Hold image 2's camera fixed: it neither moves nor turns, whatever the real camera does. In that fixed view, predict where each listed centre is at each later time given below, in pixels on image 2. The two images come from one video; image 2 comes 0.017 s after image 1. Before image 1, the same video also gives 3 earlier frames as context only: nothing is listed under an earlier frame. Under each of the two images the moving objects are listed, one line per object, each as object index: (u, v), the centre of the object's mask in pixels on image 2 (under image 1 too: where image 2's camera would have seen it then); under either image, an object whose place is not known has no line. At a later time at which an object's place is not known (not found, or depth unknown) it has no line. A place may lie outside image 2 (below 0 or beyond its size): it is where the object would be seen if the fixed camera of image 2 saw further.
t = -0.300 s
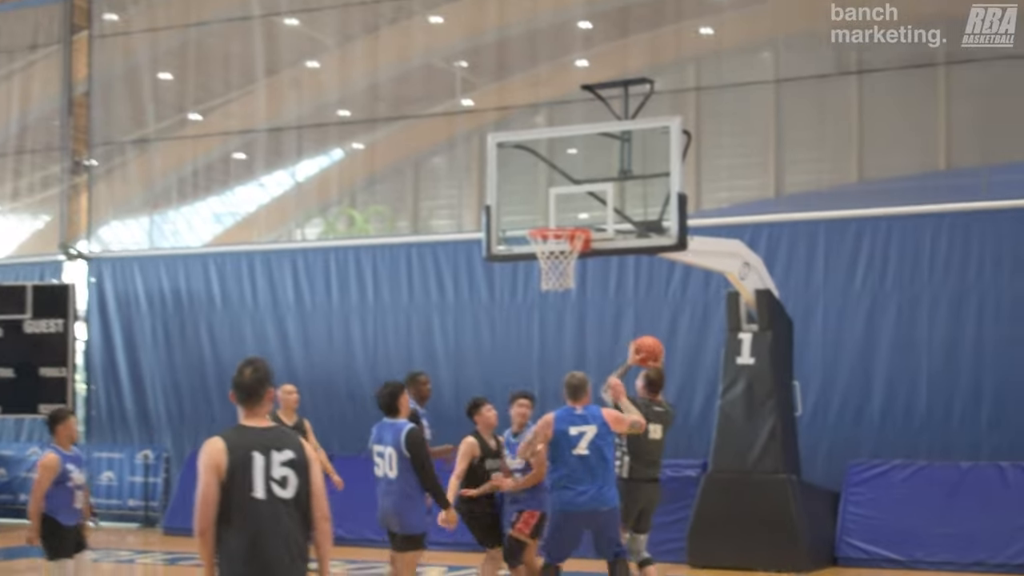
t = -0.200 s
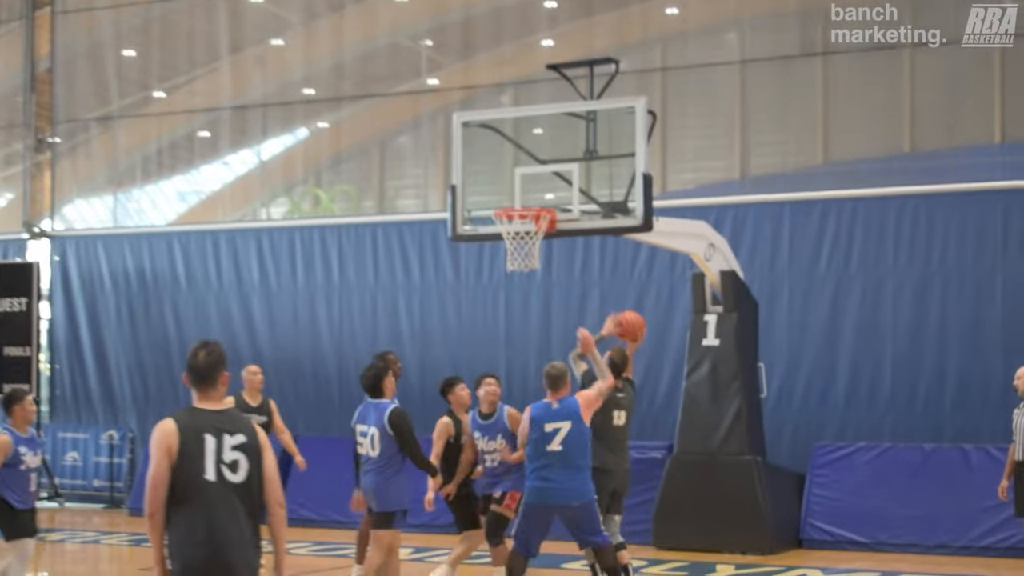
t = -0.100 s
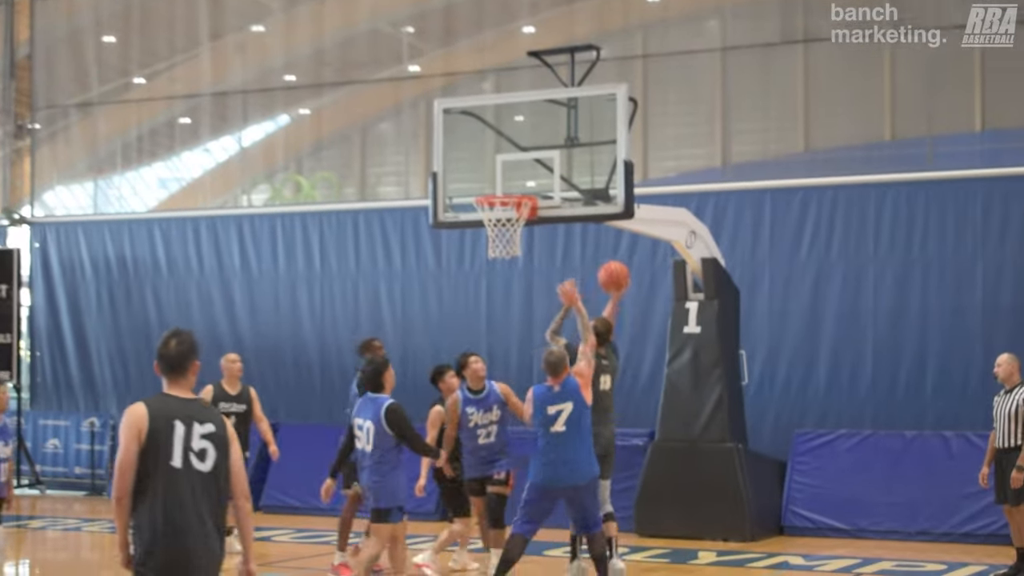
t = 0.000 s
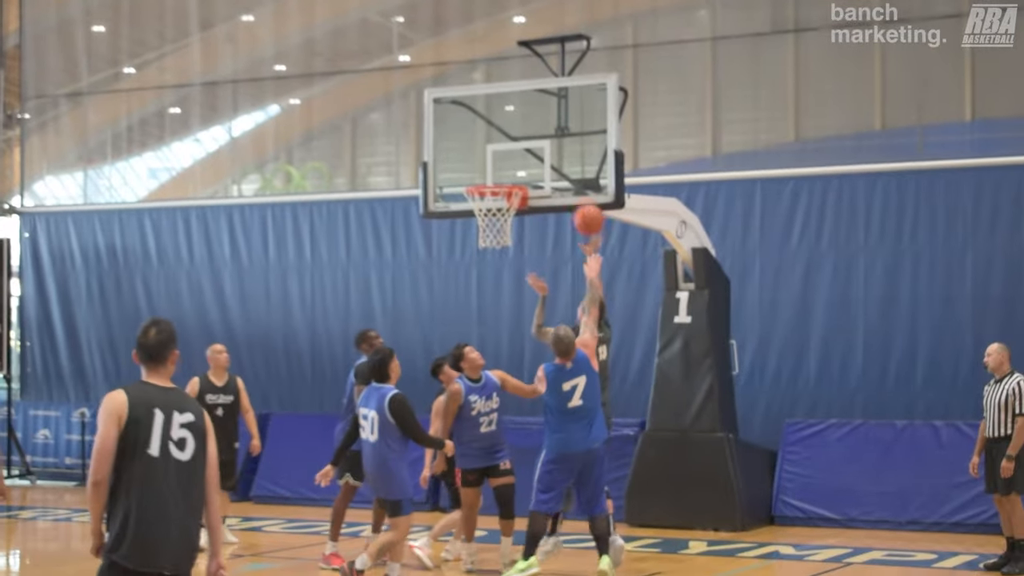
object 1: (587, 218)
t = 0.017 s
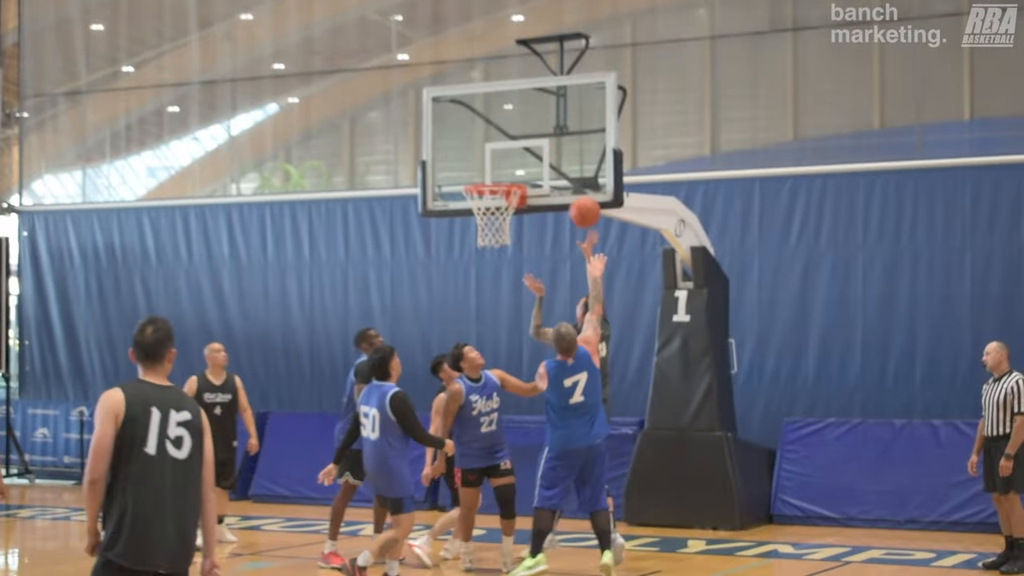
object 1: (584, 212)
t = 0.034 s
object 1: (582, 206)
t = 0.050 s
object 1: (580, 200)
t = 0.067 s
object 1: (577, 195)
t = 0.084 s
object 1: (575, 189)
